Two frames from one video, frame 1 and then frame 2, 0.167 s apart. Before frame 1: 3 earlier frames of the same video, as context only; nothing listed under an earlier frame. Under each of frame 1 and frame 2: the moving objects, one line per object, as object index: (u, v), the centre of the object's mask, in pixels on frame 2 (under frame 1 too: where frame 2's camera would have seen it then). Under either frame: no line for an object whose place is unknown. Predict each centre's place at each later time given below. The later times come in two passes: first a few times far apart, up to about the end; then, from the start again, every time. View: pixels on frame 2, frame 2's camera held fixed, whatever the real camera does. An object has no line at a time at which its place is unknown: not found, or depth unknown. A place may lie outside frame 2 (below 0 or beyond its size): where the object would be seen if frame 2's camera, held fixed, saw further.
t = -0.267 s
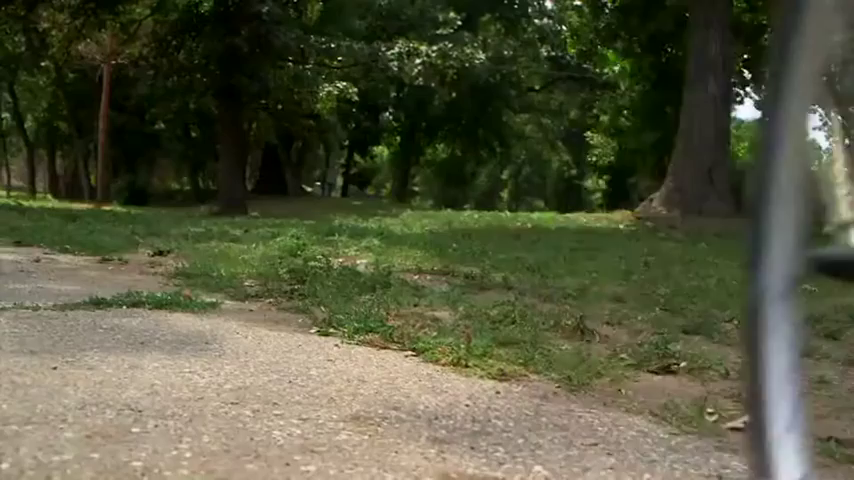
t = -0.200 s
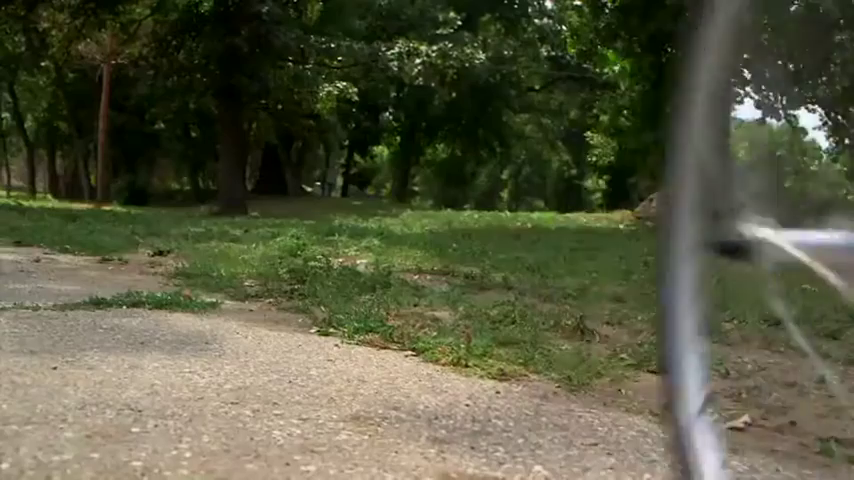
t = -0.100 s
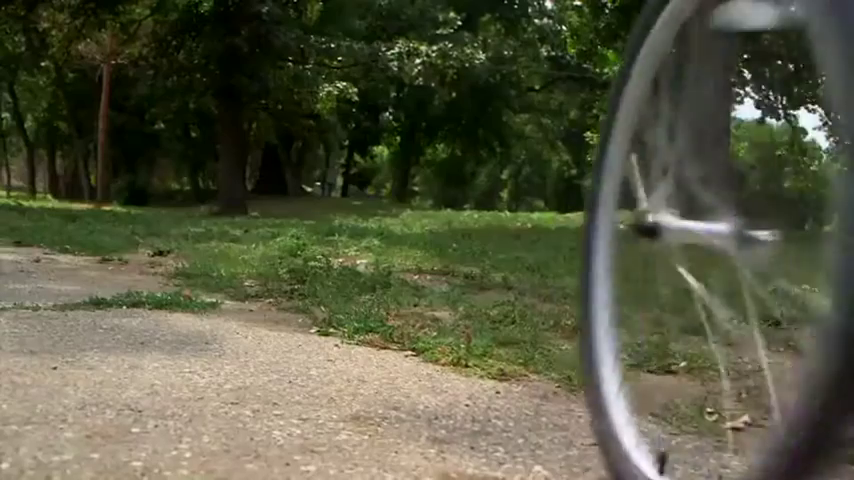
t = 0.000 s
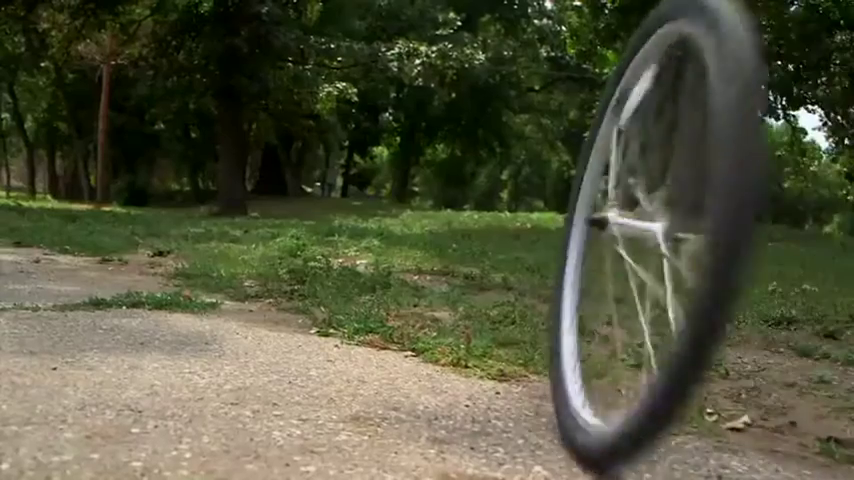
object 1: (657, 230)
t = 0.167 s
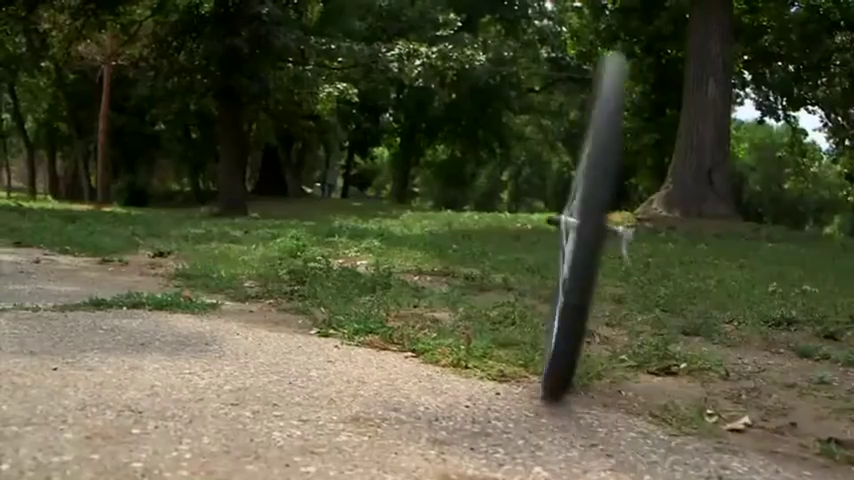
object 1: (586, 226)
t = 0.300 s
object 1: (560, 225)
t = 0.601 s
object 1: (527, 215)
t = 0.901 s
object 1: (511, 216)
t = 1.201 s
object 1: (507, 210)
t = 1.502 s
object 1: (492, 206)
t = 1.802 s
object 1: (476, 204)
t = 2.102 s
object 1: (474, 206)
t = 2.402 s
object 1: (510, 250)
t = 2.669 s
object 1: (516, 251)
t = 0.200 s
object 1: (577, 228)
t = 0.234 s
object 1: (571, 226)
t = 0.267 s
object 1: (565, 227)
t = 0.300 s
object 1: (560, 225)
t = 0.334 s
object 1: (556, 222)
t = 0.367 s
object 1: (552, 221)
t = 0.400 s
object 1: (548, 221)
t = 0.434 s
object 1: (544, 218)
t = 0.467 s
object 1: (540, 214)
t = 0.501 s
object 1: (535, 220)
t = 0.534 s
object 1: (533, 215)
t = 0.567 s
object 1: (530, 213)
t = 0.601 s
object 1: (527, 215)
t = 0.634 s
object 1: (524, 216)
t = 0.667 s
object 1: (522, 216)
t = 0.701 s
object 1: (519, 214)
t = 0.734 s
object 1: (517, 213)
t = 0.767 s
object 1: (514, 215)
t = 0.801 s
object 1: (513, 214)
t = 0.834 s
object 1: (512, 213)
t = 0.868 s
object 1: (511, 214)
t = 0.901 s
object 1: (511, 216)
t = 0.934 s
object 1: (510, 216)
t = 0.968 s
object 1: (510, 215)
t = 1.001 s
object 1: (511, 211)
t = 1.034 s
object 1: (510, 209)
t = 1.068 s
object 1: (511, 209)
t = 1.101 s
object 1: (510, 211)
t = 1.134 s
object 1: (510, 211)
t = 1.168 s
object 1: (508, 211)
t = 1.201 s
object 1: (507, 210)
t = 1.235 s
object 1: (506, 210)
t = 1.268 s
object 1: (504, 210)
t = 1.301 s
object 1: (503, 208)
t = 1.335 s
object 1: (501, 208)
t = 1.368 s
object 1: (500, 207)
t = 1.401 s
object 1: (498, 206)
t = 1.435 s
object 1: (496, 206)
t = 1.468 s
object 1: (493, 206)
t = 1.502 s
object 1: (492, 206)
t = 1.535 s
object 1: (490, 205)
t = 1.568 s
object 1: (488, 205)
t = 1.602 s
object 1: (485, 206)
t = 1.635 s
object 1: (483, 206)
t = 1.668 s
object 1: (481, 206)
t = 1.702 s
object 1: (480, 206)
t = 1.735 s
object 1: (478, 206)
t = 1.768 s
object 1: (477, 206)
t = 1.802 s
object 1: (476, 204)
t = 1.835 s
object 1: (475, 204)
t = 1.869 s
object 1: (473, 204)
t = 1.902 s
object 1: (472, 204)
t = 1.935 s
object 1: (471, 204)
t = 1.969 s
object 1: (471, 203)
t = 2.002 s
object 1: (471, 203)
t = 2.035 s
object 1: (472, 203)
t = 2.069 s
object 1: (473, 205)
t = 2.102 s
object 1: (474, 206)
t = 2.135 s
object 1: (477, 207)
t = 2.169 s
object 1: (481, 210)
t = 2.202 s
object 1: (484, 214)
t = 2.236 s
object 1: (490, 219)
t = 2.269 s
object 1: (496, 224)
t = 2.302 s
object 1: (498, 234)
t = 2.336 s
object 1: (503, 244)
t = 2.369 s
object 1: (502, 248)
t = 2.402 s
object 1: (510, 250)
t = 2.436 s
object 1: (517, 250)
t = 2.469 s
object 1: (516, 251)
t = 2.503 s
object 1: (516, 251)
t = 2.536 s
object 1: (517, 250)
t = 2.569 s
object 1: (517, 250)
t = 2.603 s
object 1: (517, 250)
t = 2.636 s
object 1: (517, 250)
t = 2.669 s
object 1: (516, 251)
